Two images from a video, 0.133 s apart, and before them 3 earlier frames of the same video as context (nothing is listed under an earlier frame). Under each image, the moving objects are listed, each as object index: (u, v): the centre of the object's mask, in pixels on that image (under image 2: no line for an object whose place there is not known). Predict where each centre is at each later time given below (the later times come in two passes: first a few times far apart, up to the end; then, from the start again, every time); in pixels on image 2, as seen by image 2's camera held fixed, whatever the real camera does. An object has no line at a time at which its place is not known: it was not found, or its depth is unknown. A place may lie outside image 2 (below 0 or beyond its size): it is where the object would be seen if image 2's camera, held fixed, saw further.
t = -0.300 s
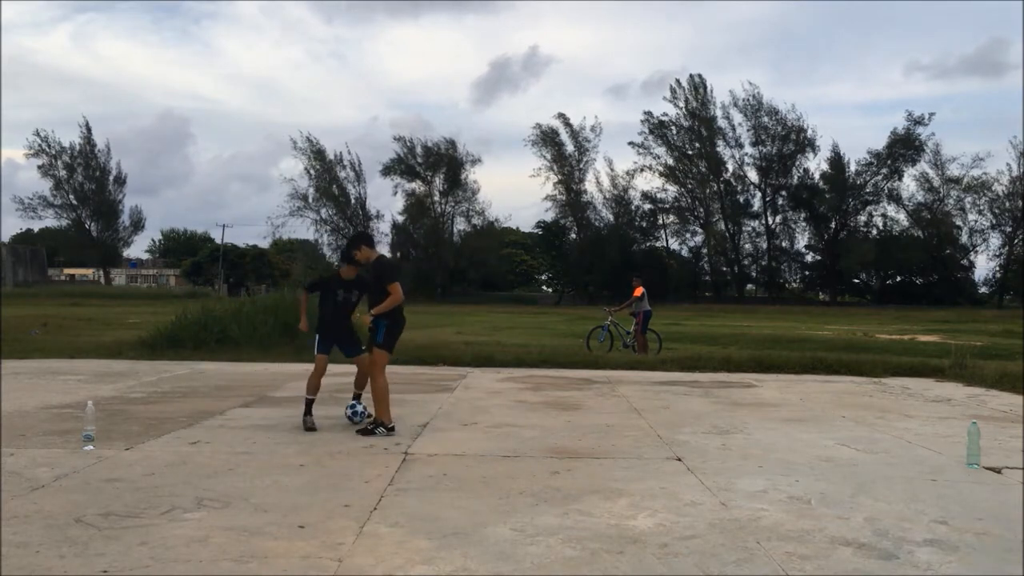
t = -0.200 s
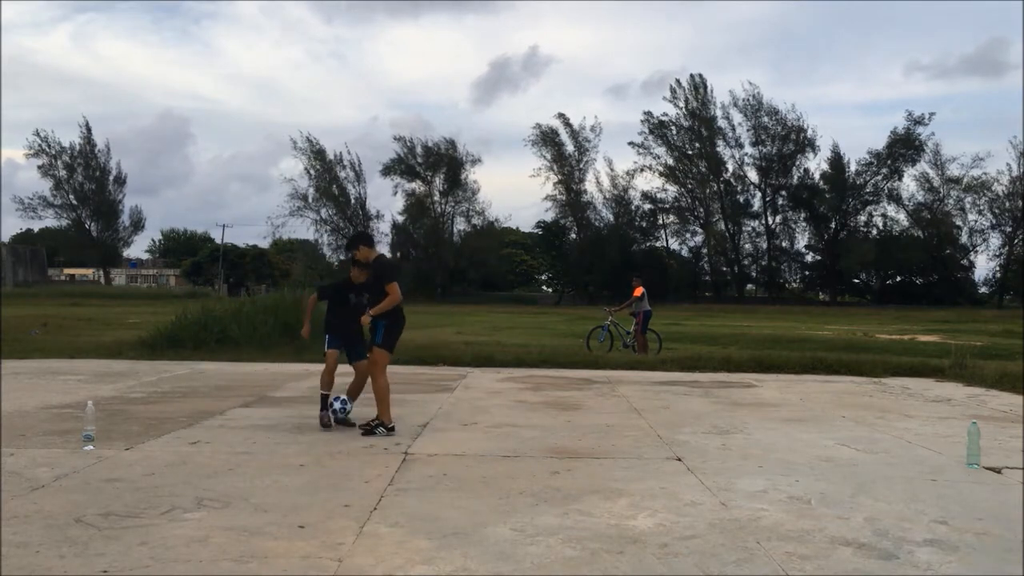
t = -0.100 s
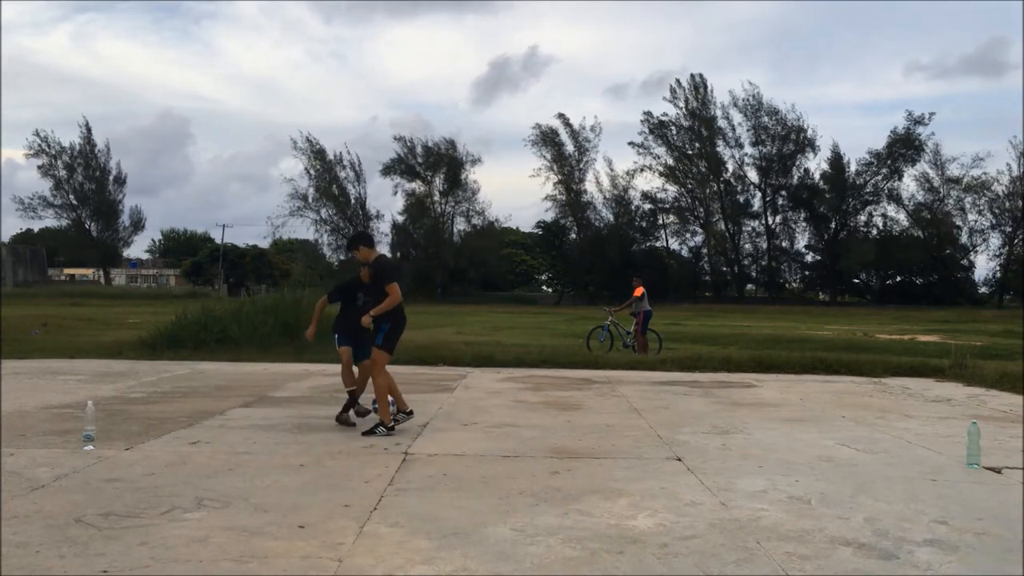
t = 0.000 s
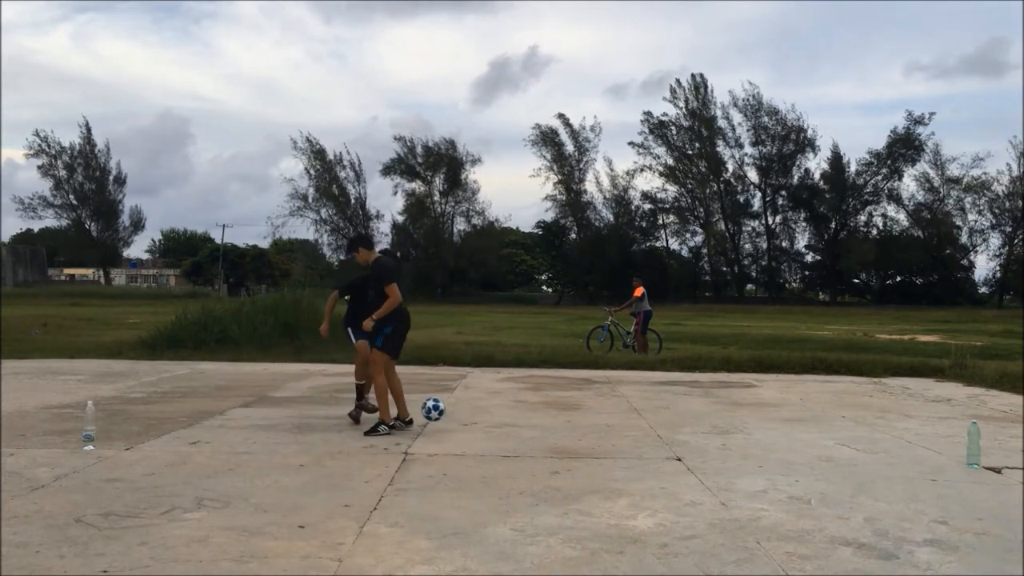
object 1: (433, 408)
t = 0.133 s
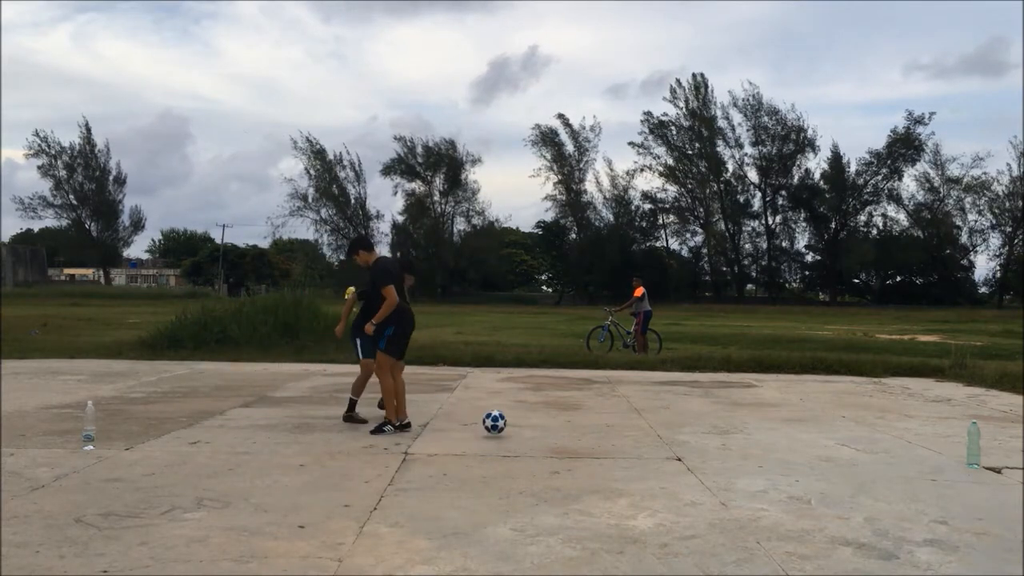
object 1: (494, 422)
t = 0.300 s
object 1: (554, 425)
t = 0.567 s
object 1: (647, 431)
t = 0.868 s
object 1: (751, 434)
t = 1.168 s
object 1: (860, 442)
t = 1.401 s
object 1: (947, 447)
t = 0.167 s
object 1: (507, 420)
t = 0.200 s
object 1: (518, 419)
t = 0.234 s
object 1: (530, 420)
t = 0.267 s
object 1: (542, 422)
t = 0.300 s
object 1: (554, 425)
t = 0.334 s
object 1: (565, 428)
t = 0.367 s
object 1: (577, 427)
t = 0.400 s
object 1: (588, 427)
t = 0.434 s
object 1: (600, 428)
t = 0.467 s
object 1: (611, 430)
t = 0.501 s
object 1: (623, 430)
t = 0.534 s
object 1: (635, 431)
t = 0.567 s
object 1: (647, 431)
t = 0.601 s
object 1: (659, 431)
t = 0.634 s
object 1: (671, 431)
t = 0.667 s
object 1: (682, 431)
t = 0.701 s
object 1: (693, 433)
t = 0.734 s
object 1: (705, 434)
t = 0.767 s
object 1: (716, 434)
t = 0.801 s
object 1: (728, 433)
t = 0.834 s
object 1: (740, 433)
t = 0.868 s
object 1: (751, 434)
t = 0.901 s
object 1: (764, 437)
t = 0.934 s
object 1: (776, 438)
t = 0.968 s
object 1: (787, 438)
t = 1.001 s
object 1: (799, 439)
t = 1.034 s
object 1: (811, 439)
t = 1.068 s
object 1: (823, 439)
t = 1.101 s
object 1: (836, 441)
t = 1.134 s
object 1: (848, 442)
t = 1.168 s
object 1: (860, 442)
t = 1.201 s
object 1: (872, 443)
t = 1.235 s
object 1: (884, 444)
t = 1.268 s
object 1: (897, 445)
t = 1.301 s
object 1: (910, 445)
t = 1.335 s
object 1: (922, 445)
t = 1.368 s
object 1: (935, 446)
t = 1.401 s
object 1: (947, 447)
